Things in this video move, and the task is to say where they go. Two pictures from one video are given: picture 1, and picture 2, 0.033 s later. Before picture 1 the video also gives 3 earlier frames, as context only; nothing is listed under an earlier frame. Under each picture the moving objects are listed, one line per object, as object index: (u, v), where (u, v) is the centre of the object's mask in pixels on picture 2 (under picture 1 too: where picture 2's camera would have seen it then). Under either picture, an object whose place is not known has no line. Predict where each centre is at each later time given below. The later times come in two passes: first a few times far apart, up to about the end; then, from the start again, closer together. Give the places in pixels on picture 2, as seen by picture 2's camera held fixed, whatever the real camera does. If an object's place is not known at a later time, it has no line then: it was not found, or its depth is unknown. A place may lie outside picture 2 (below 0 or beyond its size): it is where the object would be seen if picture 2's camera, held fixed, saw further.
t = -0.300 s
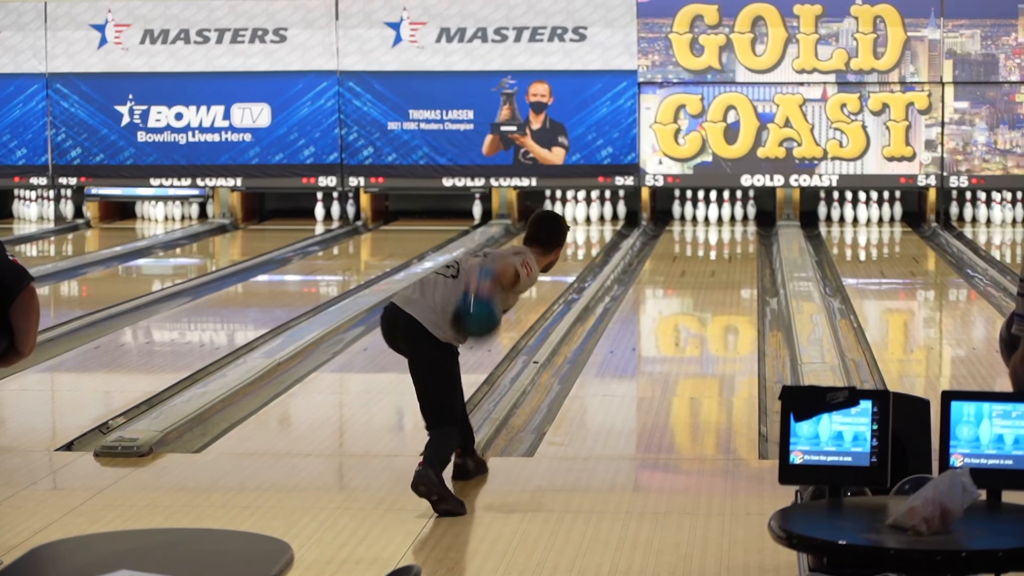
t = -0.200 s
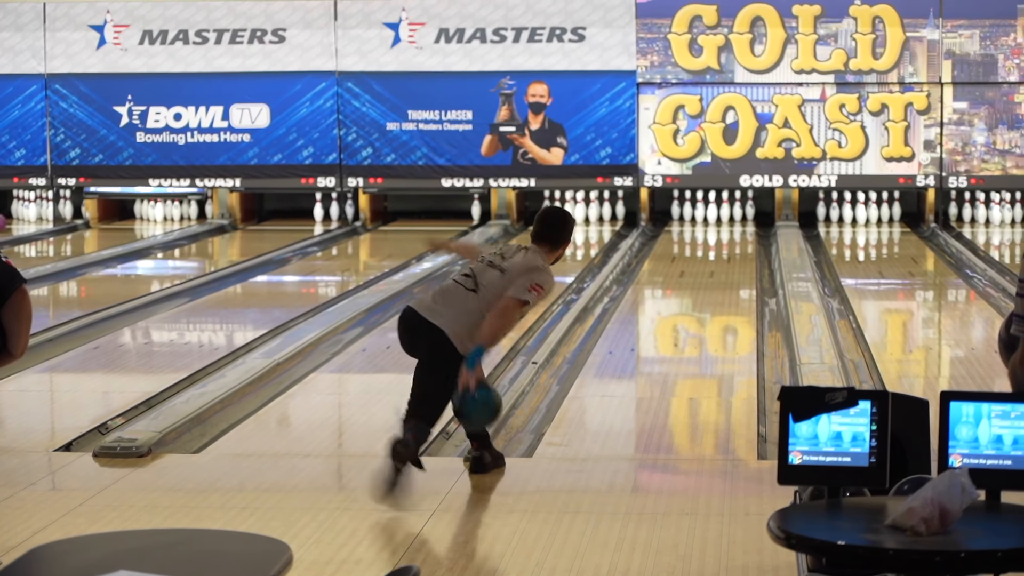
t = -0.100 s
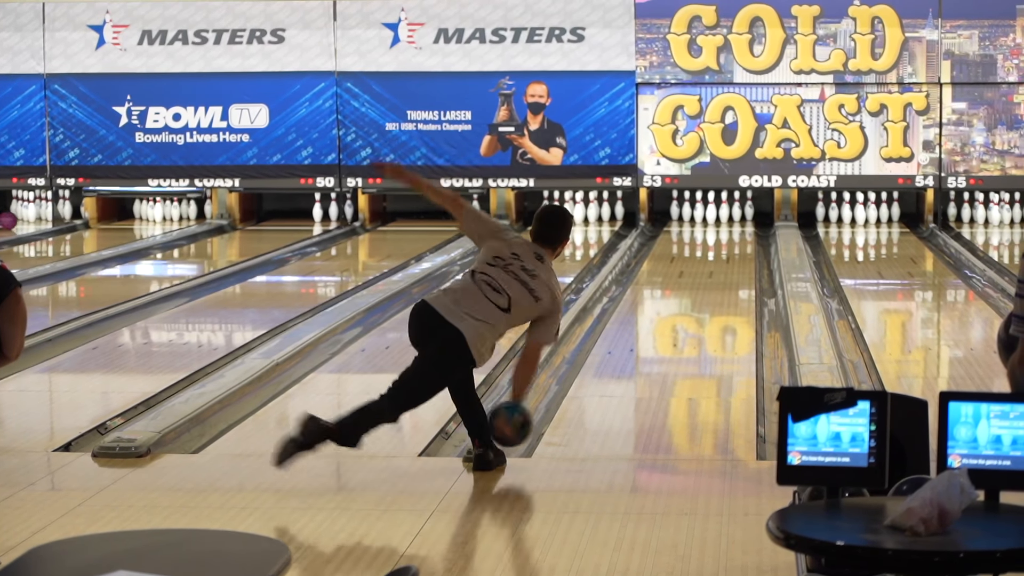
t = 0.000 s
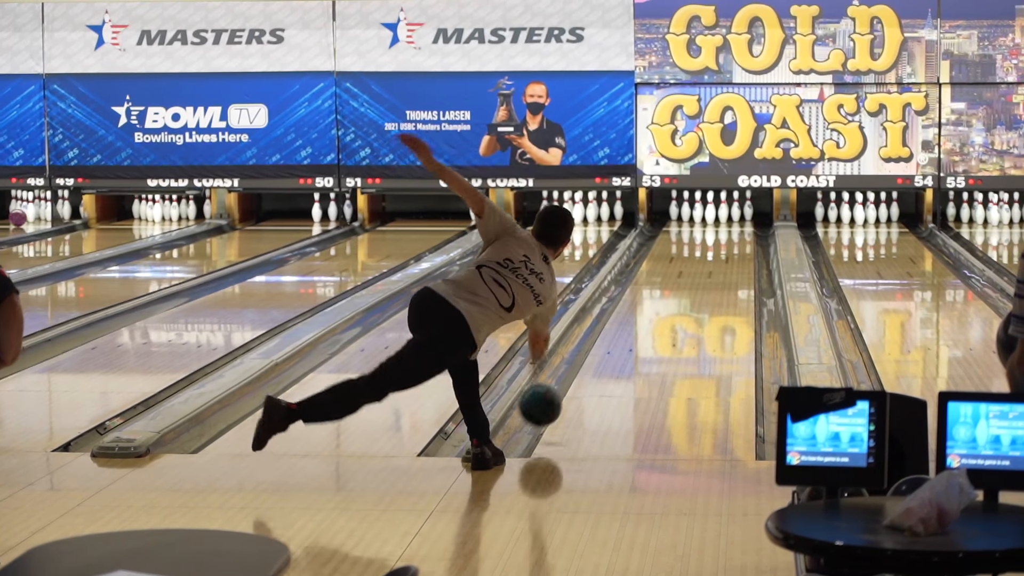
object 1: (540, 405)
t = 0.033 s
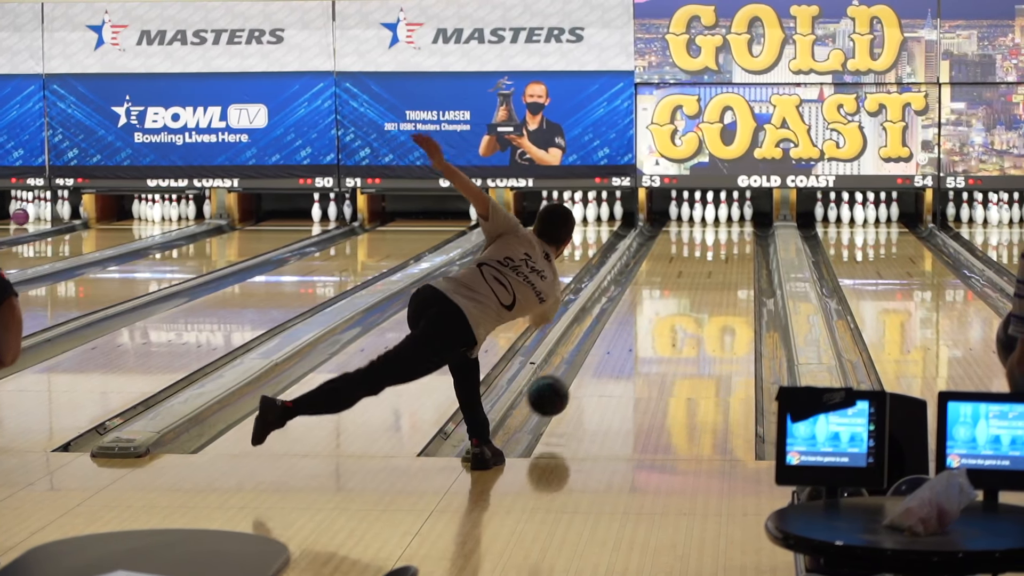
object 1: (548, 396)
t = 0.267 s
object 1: (596, 369)
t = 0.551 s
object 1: (638, 329)
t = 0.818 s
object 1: (668, 300)
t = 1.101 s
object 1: (691, 277)
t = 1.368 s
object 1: (707, 260)
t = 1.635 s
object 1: (719, 246)
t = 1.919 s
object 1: (720, 233)
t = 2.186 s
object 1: (709, 224)
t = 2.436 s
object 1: (696, 218)
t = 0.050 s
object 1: (552, 392)
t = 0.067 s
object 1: (556, 389)
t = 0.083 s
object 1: (559, 386)
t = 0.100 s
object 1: (563, 384)
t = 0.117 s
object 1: (566, 383)
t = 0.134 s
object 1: (570, 381)
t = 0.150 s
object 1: (573, 382)
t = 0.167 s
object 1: (577, 382)
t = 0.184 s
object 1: (580, 382)
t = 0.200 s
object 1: (584, 380)
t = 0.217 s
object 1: (587, 377)
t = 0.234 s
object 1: (590, 375)
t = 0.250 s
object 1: (593, 372)
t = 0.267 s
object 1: (596, 369)
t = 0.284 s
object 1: (599, 367)
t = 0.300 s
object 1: (602, 364)
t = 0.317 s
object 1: (604, 361)
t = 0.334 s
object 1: (607, 359)
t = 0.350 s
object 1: (610, 356)
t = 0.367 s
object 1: (612, 354)
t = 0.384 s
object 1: (615, 351)
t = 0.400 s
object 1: (617, 349)
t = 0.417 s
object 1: (620, 347)
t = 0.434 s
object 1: (622, 344)
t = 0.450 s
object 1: (625, 342)
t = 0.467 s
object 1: (627, 340)
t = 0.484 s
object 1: (629, 338)
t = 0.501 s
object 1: (632, 335)
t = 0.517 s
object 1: (634, 334)
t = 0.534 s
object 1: (636, 331)
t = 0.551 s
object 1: (638, 329)
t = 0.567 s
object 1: (640, 327)
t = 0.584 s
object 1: (642, 325)
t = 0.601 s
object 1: (645, 323)
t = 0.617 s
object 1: (647, 321)
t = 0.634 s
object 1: (649, 319)
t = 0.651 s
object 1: (650, 317)
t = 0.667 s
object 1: (652, 315)
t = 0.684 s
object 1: (654, 313)
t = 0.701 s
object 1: (656, 311)
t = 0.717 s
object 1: (658, 310)
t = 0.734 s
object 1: (660, 308)
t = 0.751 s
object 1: (661, 306)
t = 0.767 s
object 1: (663, 305)
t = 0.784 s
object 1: (664, 303)
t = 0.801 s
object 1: (666, 302)
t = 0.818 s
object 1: (668, 300)
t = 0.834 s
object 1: (669, 298)
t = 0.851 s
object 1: (671, 297)
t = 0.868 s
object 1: (672, 296)
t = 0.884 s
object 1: (674, 294)
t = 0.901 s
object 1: (675, 293)
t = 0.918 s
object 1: (677, 291)
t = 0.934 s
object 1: (678, 290)
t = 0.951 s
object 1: (680, 289)
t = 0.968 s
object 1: (681, 287)
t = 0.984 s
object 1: (683, 286)
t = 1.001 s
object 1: (684, 285)
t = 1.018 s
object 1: (685, 283)
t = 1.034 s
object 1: (686, 282)
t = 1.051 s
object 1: (688, 281)
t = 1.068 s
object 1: (689, 280)
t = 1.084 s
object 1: (690, 278)
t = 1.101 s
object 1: (691, 277)
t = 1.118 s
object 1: (692, 276)
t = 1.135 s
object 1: (694, 275)
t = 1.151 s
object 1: (695, 274)
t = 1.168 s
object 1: (696, 273)
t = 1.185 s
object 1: (697, 272)
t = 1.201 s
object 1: (698, 270)
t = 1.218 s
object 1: (699, 269)
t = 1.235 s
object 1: (700, 268)
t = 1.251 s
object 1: (701, 267)
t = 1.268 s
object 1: (702, 266)
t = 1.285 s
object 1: (703, 265)
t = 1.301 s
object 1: (704, 264)
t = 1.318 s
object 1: (705, 263)
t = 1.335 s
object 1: (706, 262)
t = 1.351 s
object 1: (707, 261)
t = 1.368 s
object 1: (707, 260)
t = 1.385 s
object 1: (708, 259)
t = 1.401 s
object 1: (709, 258)
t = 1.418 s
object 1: (710, 257)
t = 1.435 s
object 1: (711, 256)
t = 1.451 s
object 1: (712, 255)
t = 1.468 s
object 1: (712, 254)
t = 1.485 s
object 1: (713, 253)
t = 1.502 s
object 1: (714, 253)
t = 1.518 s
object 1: (715, 252)
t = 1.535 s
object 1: (716, 251)
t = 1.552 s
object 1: (716, 250)
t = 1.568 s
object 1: (717, 249)
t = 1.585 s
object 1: (718, 248)
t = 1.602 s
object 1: (718, 247)
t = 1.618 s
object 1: (718, 246)
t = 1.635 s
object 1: (719, 246)
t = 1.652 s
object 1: (719, 245)
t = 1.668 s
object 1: (720, 244)
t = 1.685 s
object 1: (720, 243)
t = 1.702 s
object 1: (720, 243)
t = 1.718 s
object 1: (721, 242)
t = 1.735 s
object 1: (721, 241)
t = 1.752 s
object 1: (721, 241)
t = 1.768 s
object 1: (721, 240)
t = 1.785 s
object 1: (721, 239)
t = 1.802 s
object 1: (721, 238)
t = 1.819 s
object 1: (721, 237)
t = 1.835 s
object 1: (720, 237)
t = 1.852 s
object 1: (721, 236)
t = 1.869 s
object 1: (720, 235)
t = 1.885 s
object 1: (720, 235)
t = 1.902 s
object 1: (720, 234)
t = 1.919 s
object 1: (720, 233)
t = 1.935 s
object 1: (719, 233)
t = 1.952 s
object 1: (718, 232)
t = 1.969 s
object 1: (718, 231)
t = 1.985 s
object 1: (718, 231)
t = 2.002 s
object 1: (717, 230)
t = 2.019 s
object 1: (717, 230)
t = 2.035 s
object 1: (717, 229)
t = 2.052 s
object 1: (715, 228)
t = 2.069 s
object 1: (715, 228)
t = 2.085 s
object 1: (714, 227)
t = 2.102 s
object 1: (713, 226)
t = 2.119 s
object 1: (712, 226)
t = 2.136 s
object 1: (711, 226)
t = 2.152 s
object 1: (711, 225)
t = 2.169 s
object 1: (710, 225)
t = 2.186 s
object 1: (709, 224)
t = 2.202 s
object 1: (708, 223)
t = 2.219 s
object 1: (707, 223)
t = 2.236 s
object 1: (707, 223)
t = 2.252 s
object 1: (706, 222)
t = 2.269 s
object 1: (705, 222)
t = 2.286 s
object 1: (704, 222)
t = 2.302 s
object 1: (703, 221)
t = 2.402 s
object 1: (699, 221)
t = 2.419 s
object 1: (698, 219)
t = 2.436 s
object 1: (696, 218)
